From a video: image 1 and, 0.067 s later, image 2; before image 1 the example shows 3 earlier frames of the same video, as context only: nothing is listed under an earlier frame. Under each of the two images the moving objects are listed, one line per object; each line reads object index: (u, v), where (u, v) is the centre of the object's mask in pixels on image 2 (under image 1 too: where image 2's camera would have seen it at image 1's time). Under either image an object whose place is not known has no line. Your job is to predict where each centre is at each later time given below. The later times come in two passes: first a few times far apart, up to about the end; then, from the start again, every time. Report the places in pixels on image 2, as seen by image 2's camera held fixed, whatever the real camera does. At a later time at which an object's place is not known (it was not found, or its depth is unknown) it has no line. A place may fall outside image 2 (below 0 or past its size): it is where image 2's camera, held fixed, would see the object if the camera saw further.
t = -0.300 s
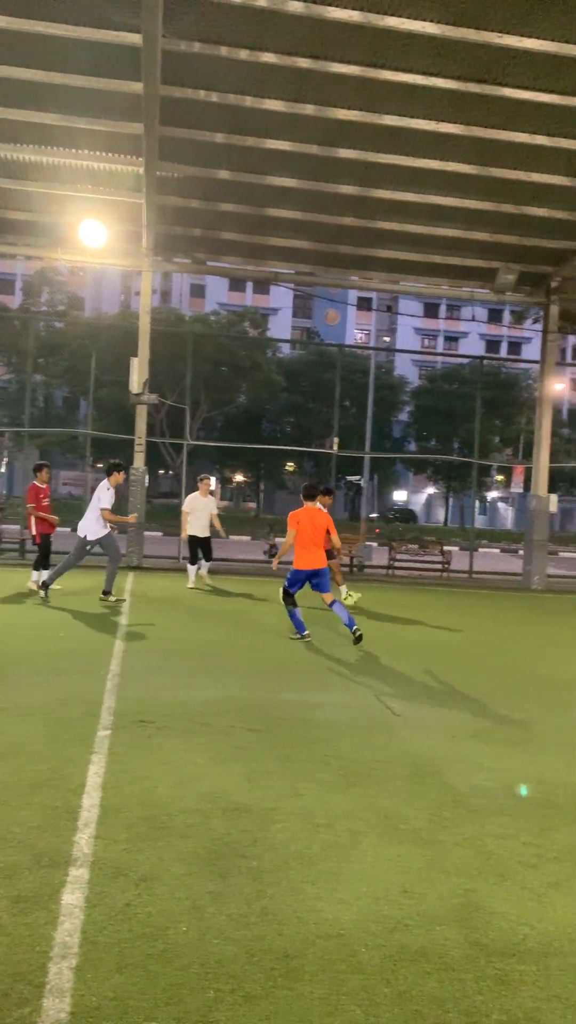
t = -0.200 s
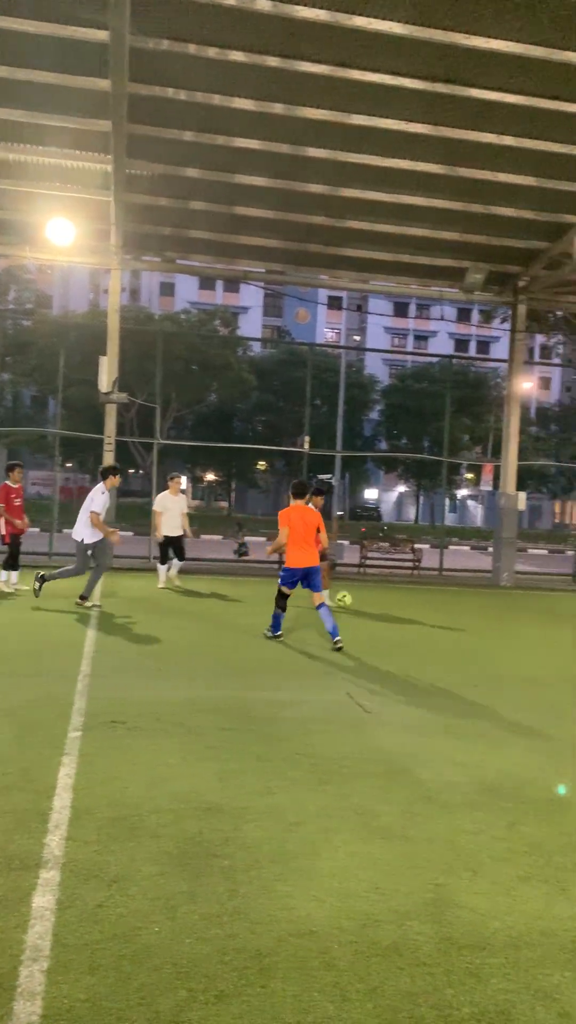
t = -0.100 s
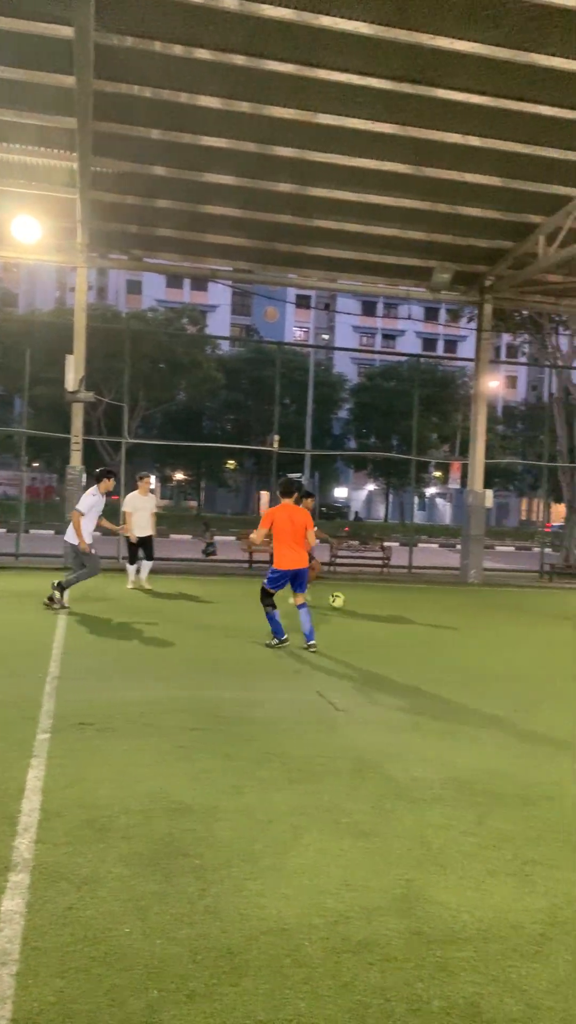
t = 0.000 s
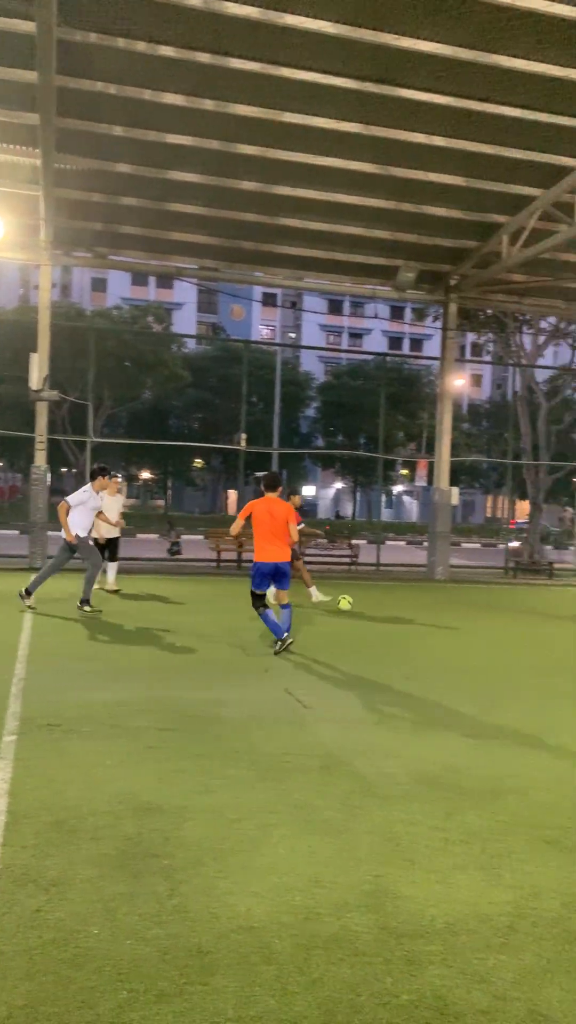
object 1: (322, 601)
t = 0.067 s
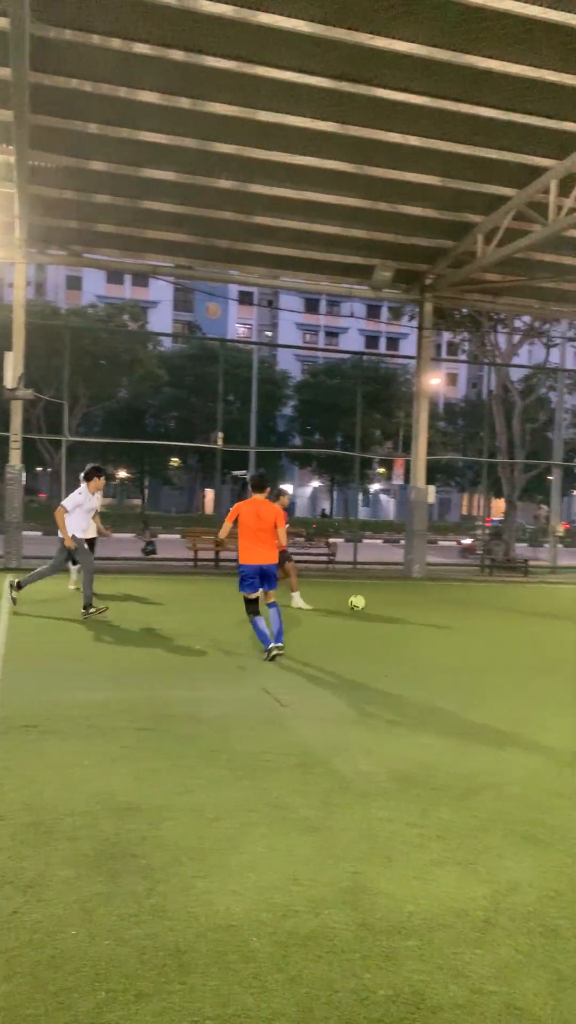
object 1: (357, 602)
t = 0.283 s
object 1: (463, 614)
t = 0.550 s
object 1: (571, 623)
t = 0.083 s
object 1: (366, 603)
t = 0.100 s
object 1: (374, 604)
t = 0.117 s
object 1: (383, 606)
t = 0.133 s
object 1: (391, 607)
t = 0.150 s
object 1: (400, 609)
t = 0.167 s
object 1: (408, 609)
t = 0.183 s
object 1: (416, 609)
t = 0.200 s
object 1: (424, 609)
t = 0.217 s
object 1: (431, 609)
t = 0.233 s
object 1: (439, 610)
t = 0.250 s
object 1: (447, 611)
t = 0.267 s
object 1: (455, 613)
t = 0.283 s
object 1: (463, 614)
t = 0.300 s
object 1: (471, 615)
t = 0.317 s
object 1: (477, 615)
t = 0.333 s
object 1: (484, 615)
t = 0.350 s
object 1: (491, 615)
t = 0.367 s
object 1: (497, 615)
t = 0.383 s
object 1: (504, 615)
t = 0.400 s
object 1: (511, 616)
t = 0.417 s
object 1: (518, 617)
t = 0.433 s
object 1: (525, 618)
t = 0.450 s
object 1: (532, 620)
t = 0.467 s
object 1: (538, 622)
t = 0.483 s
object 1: (545, 622)
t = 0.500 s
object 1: (551, 622)
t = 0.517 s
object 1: (558, 622)
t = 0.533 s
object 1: (564, 623)
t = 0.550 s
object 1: (571, 623)
